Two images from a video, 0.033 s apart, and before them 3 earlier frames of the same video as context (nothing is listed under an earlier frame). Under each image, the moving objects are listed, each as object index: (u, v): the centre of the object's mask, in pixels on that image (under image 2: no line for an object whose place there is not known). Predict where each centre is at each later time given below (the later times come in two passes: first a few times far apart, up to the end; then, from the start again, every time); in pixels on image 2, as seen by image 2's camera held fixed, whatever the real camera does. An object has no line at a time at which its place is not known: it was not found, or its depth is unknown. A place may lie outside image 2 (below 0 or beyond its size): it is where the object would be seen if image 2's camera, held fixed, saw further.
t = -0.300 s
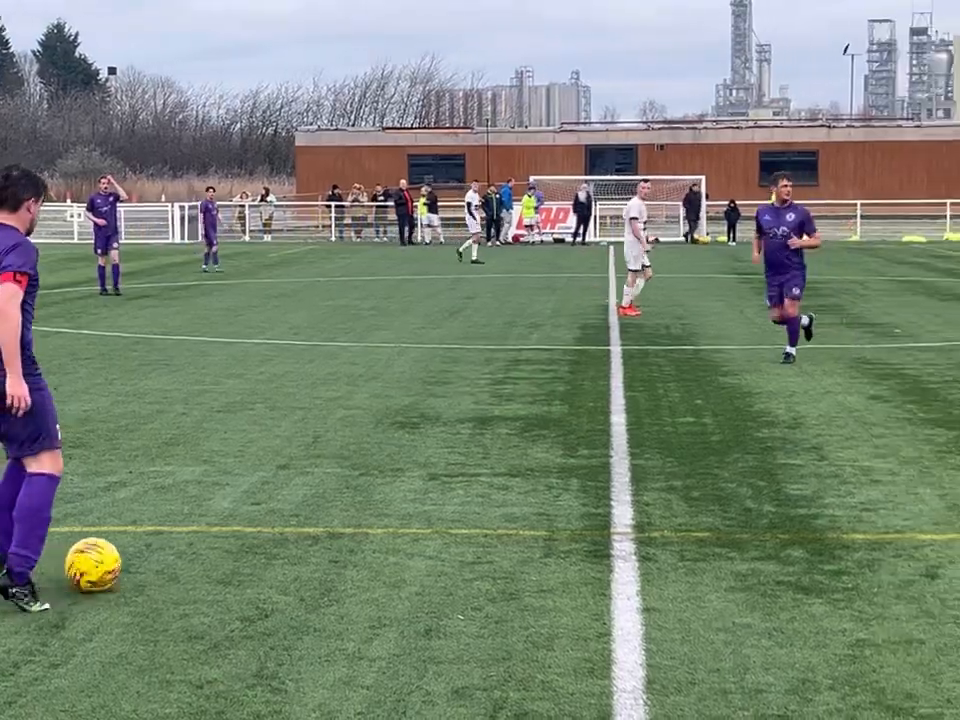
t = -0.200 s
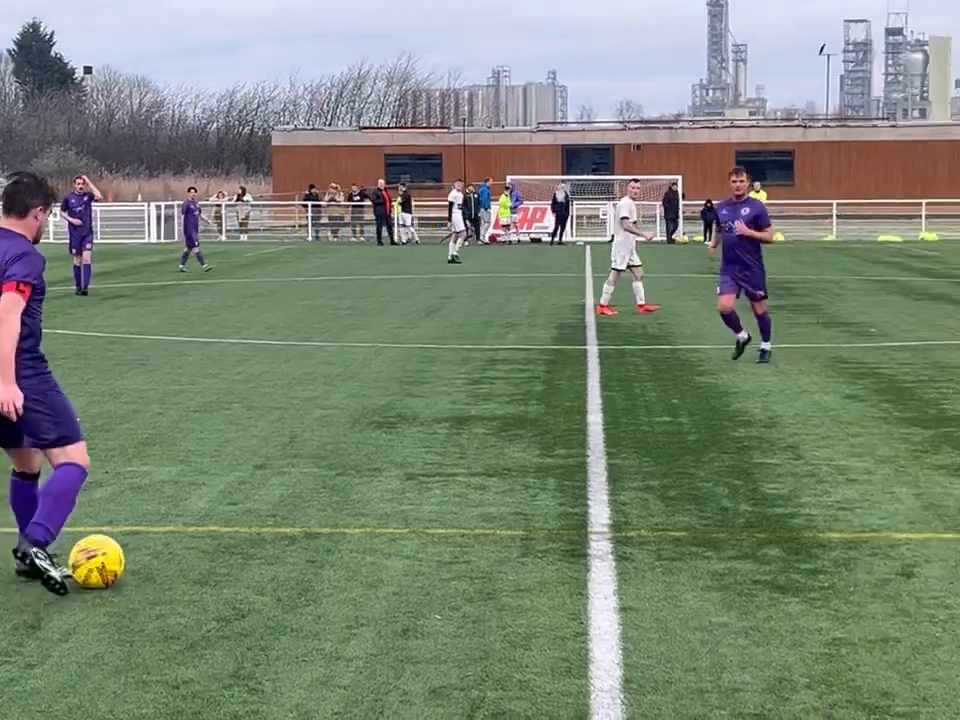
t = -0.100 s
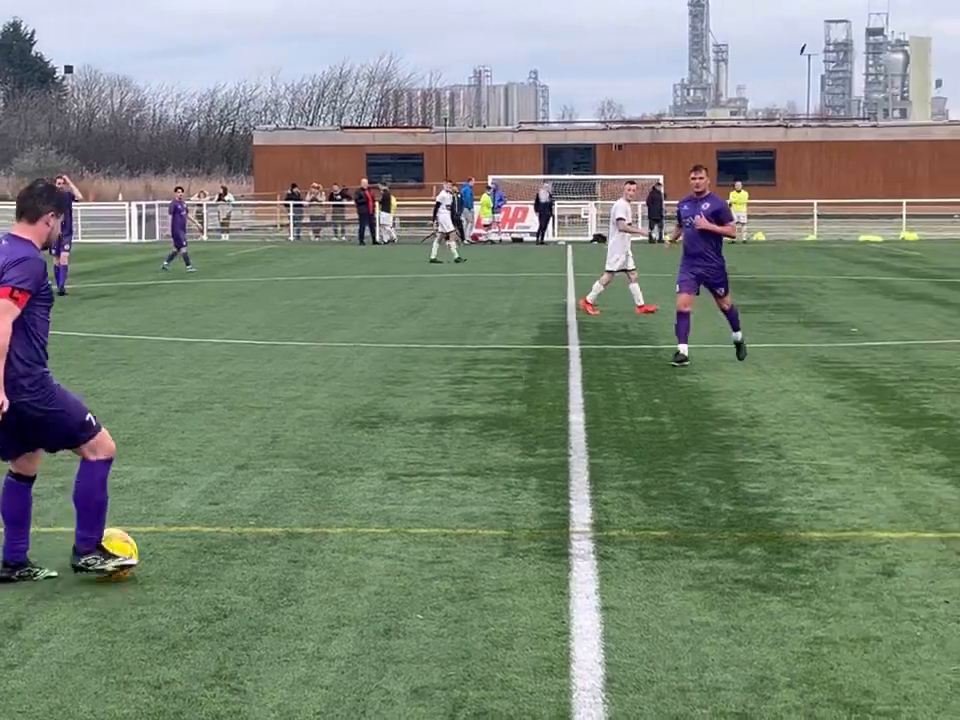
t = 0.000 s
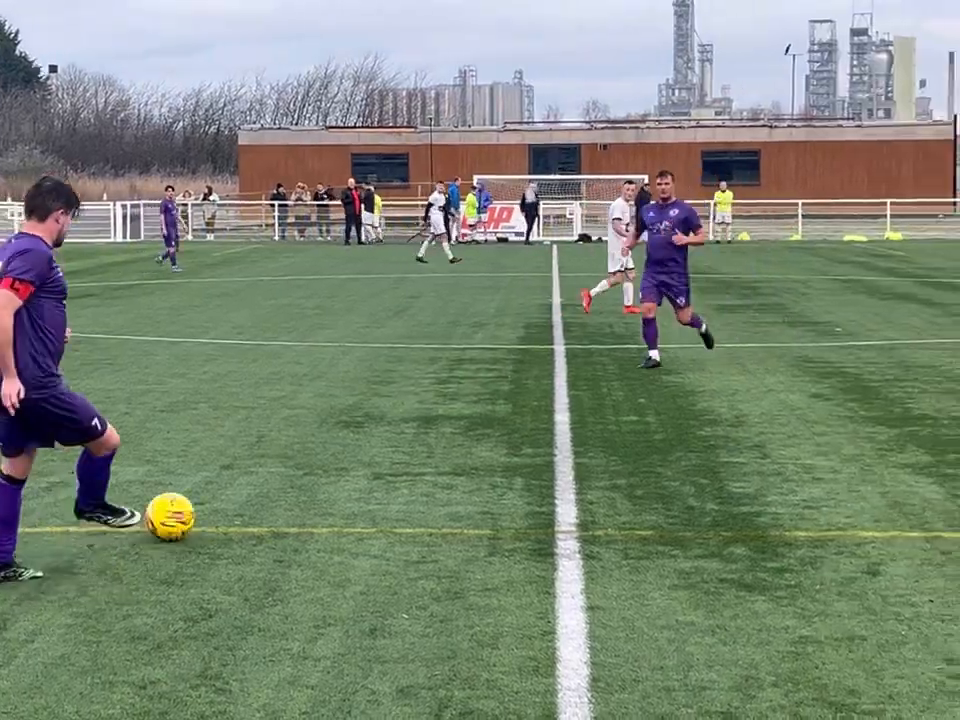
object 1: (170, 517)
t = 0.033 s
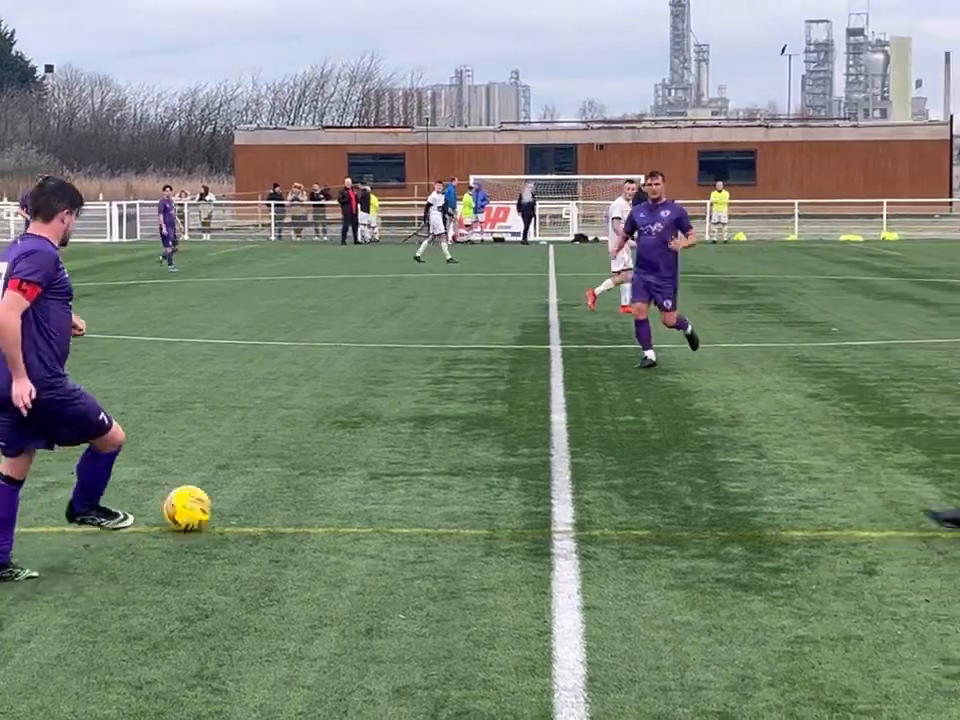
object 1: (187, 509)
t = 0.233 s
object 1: (287, 461)
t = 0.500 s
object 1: (373, 418)
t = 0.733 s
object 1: (422, 397)
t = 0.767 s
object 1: (429, 393)
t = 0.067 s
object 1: (207, 500)
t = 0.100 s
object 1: (225, 492)
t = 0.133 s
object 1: (243, 483)
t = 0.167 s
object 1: (259, 474)
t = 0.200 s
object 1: (273, 467)
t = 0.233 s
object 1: (287, 461)
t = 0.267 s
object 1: (300, 454)
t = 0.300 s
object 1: (312, 446)
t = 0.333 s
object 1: (324, 441)
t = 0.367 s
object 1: (334, 436)
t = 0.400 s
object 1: (345, 435)
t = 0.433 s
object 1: (355, 430)
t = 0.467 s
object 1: (363, 424)
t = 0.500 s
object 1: (373, 418)
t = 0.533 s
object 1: (381, 416)
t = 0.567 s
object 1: (389, 413)
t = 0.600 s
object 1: (396, 408)
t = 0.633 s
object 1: (403, 402)
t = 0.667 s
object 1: (410, 400)
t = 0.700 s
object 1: (417, 400)
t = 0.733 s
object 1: (422, 397)
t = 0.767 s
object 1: (429, 393)
